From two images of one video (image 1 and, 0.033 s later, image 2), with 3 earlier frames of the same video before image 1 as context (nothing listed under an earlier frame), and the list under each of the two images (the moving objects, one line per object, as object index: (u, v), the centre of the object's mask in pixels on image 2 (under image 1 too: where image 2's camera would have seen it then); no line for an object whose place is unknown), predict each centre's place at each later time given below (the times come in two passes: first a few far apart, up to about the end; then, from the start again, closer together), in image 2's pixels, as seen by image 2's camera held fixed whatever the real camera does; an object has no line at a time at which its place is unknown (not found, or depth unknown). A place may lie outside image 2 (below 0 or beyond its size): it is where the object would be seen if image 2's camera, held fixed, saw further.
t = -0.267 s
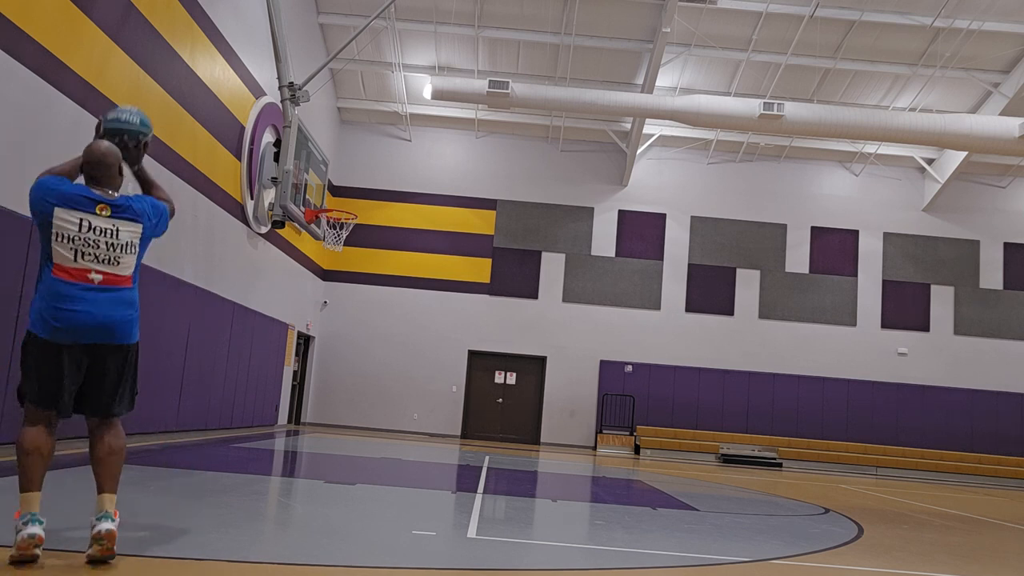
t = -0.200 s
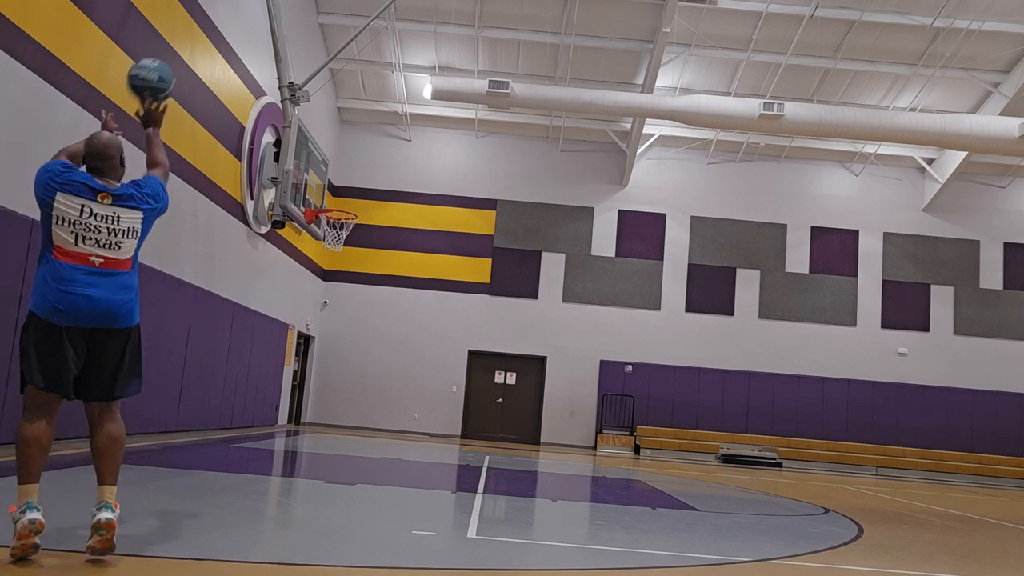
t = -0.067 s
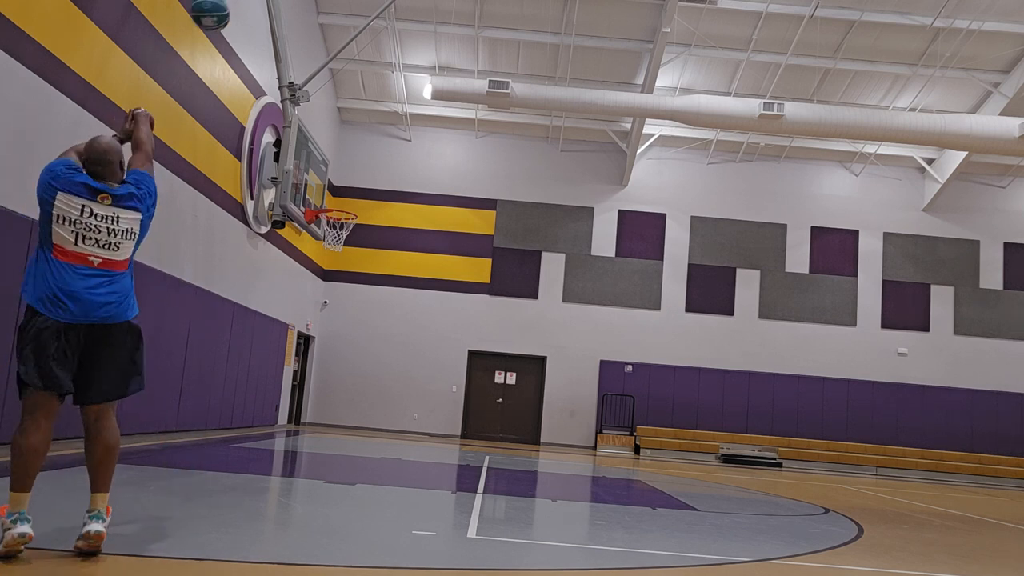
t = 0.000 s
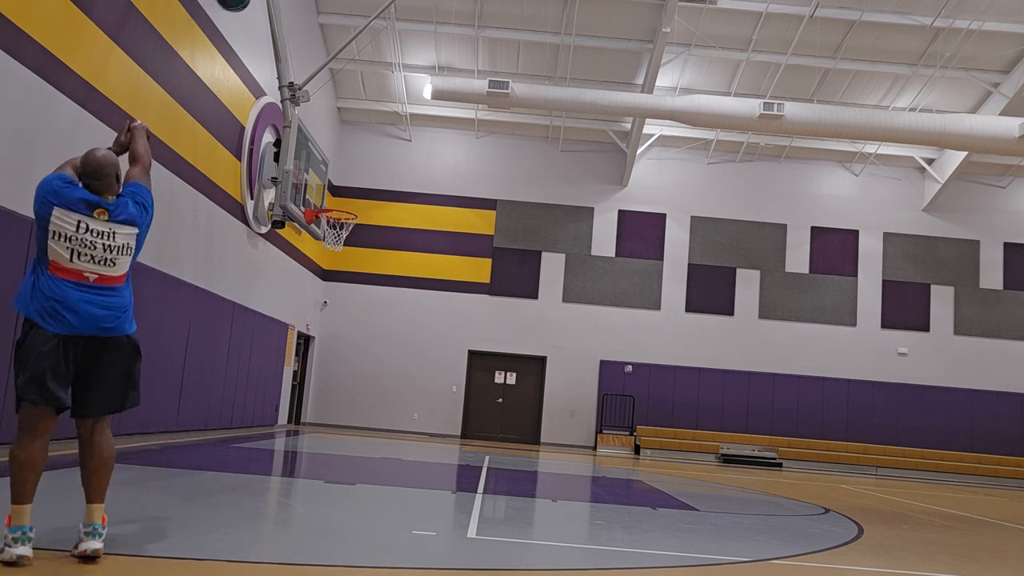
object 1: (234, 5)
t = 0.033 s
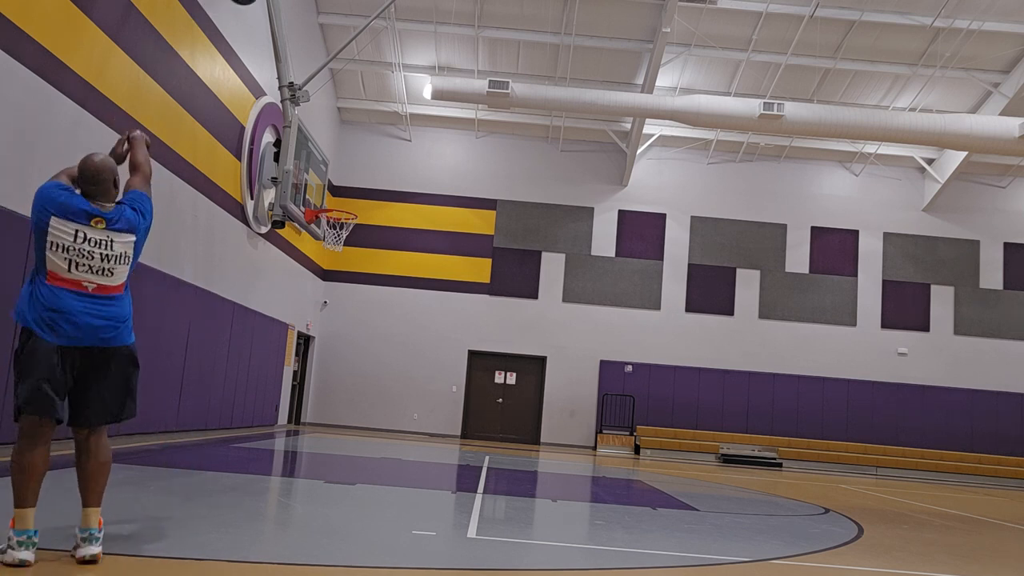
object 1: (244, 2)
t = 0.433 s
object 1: (313, 15)
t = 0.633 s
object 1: (329, 74)
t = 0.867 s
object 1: (339, 169)
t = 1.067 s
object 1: (328, 248)
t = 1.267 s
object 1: (301, 320)
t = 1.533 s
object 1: (261, 436)
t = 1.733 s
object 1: (253, 348)
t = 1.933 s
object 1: (240, 290)
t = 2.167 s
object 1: (217, 264)
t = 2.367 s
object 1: (189, 283)
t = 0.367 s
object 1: (306, 6)
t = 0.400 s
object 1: (310, 9)
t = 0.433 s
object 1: (313, 15)
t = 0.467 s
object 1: (316, 23)
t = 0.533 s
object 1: (322, 42)
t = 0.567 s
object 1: (325, 52)
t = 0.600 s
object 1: (327, 63)
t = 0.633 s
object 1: (329, 74)
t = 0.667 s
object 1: (331, 86)
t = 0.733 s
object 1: (335, 112)
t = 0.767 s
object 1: (336, 125)
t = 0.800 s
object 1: (337, 139)
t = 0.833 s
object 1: (339, 153)
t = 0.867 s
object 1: (339, 169)
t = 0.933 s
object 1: (341, 198)
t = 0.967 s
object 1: (340, 217)
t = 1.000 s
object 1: (337, 223)
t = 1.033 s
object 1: (333, 237)
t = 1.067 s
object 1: (328, 248)
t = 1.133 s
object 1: (321, 268)
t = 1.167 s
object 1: (315, 278)
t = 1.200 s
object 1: (310, 292)
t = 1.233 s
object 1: (306, 305)
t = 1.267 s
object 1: (301, 320)
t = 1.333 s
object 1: (291, 354)
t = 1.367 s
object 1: (285, 372)
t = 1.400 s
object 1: (279, 391)
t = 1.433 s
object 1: (273, 412)
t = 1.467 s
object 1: (267, 434)
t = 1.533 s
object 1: (261, 436)
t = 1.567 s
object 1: (260, 419)
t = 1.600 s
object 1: (259, 404)
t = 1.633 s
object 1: (258, 389)
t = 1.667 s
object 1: (256, 374)
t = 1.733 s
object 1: (253, 348)
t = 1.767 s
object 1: (251, 337)
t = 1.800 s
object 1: (249, 326)
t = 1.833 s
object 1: (247, 315)
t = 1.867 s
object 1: (245, 306)
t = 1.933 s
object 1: (240, 290)
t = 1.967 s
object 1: (237, 284)
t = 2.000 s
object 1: (234, 278)
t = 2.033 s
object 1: (231, 273)
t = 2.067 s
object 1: (228, 269)
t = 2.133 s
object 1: (221, 265)
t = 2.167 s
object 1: (217, 264)
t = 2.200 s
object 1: (213, 264)
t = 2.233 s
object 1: (209, 266)
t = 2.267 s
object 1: (204, 269)
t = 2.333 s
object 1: (195, 277)
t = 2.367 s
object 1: (189, 283)
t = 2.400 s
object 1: (184, 291)
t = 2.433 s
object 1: (178, 300)
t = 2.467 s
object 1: (172, 310)
